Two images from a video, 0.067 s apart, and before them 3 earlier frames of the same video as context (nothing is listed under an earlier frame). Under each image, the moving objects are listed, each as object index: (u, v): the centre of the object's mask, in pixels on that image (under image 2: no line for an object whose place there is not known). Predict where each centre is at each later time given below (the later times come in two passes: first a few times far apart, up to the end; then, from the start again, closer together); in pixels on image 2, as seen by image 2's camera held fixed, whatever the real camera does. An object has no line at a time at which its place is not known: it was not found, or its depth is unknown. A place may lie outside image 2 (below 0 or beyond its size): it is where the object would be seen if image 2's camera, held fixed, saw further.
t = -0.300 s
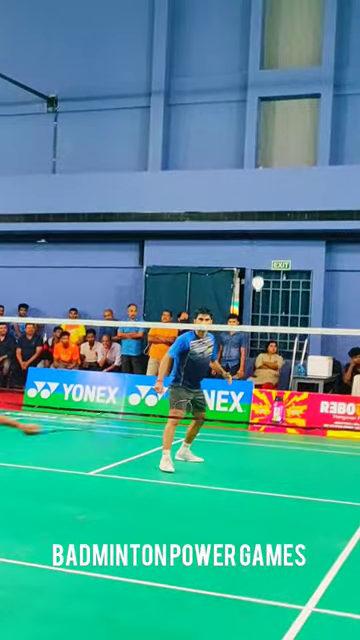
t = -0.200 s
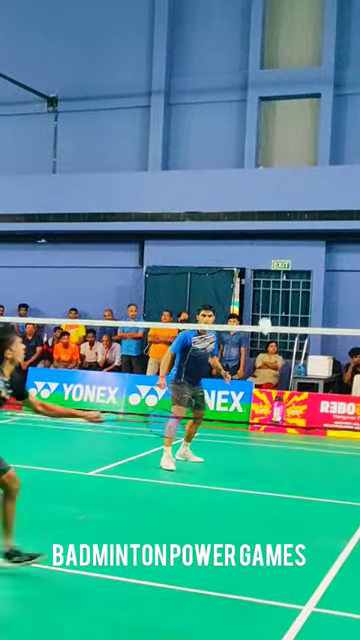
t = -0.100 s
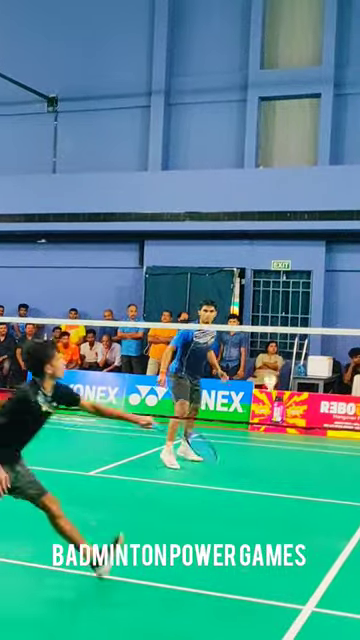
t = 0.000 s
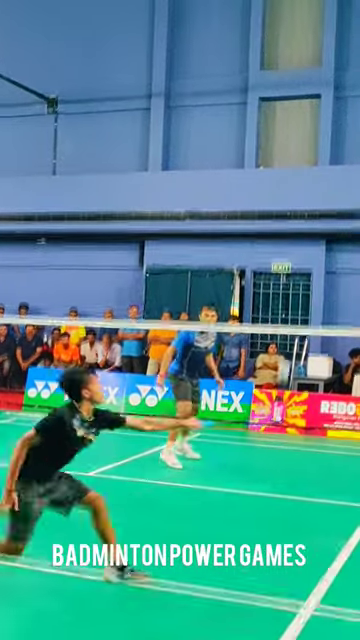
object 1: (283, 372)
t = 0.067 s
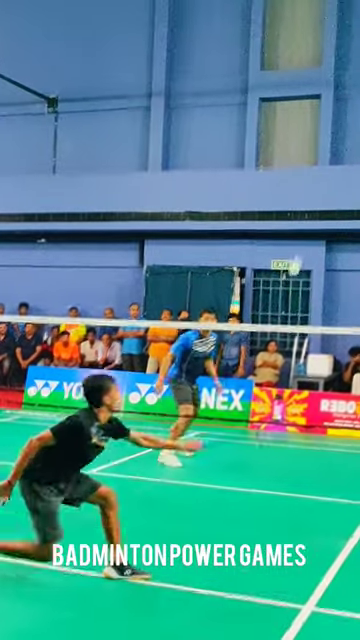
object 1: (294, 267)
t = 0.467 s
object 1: (324, 119)
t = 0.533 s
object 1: (324, 121)
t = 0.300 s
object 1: (316, 143)
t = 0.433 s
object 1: (324, 118)
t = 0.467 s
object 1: (324, 119)
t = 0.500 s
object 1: (324, 118)
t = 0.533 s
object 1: (324, 121)
